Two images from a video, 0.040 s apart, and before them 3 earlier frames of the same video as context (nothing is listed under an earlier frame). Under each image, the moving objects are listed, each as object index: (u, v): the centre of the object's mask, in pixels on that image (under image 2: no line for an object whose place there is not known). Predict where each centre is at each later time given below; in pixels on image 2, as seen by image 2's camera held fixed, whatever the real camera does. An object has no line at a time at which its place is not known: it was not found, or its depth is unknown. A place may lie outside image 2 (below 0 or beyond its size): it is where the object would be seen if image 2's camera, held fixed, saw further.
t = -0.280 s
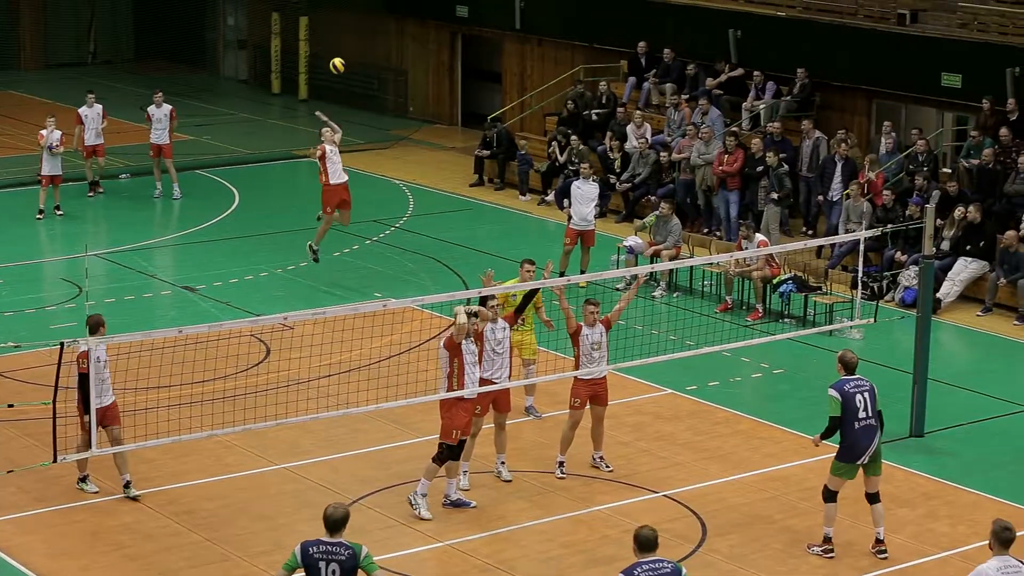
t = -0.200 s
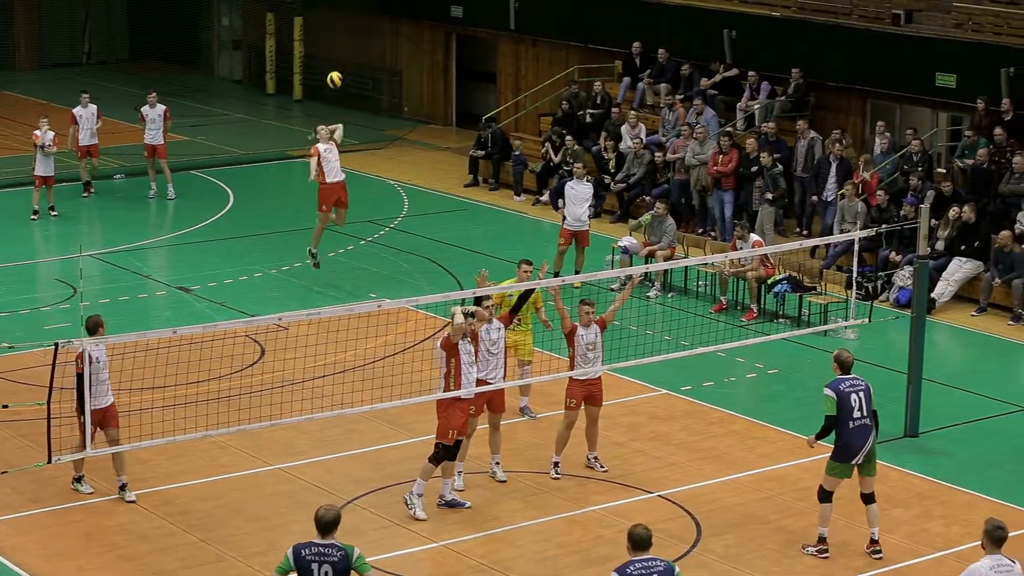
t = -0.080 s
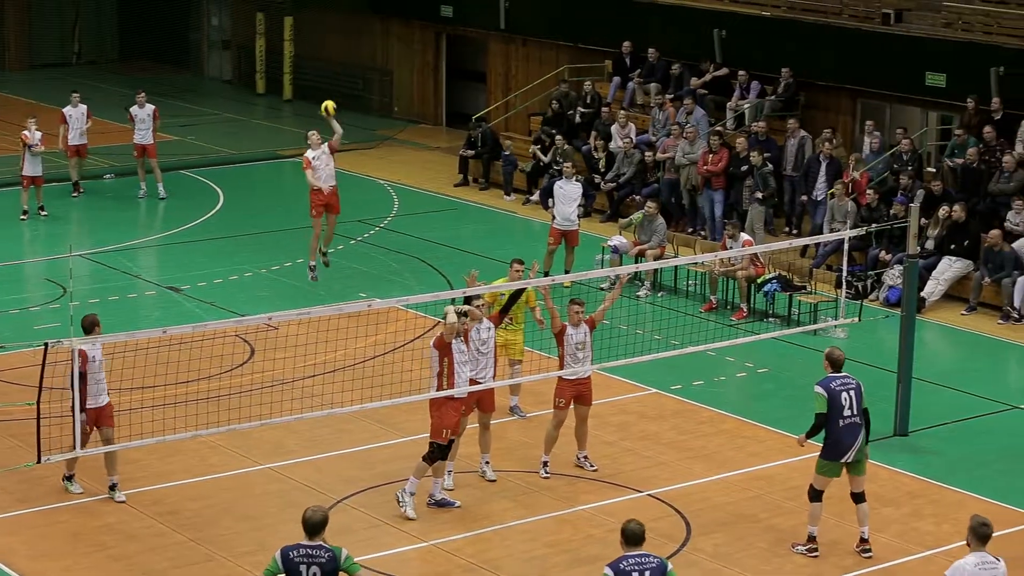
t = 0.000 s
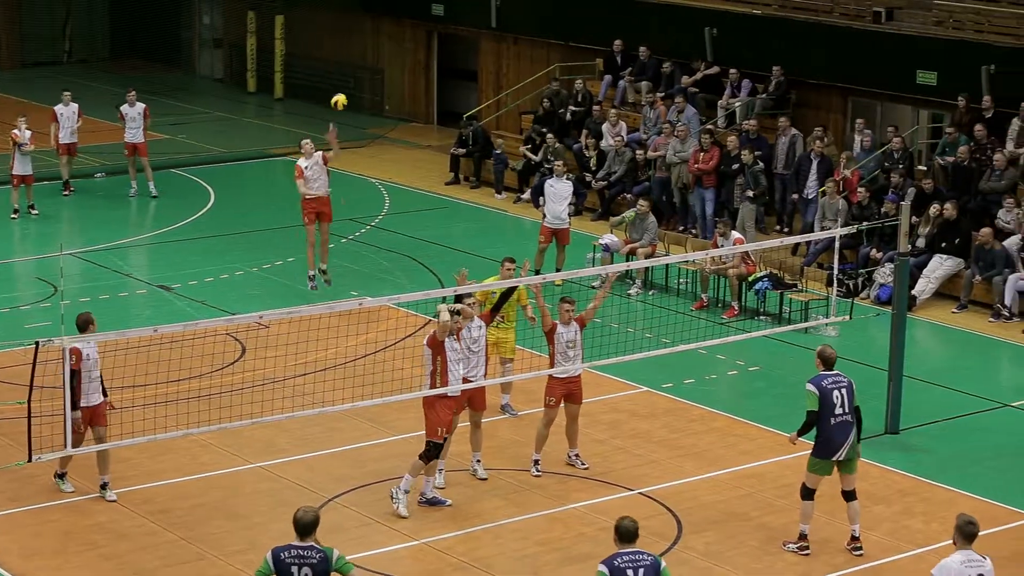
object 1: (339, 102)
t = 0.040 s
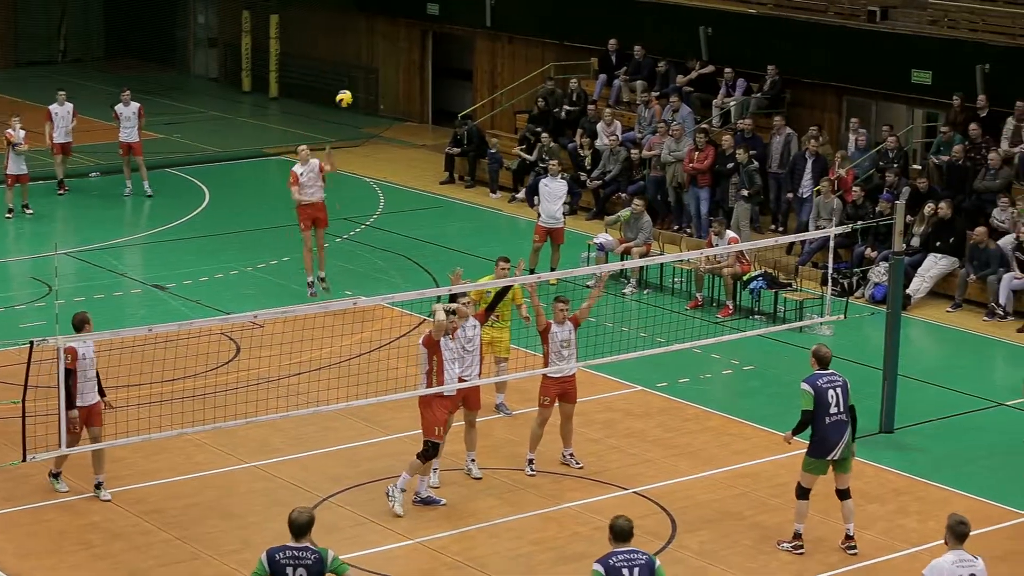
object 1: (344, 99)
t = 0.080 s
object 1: (353, 97)
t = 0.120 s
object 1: (361, 96)
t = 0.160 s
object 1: (371, 98)
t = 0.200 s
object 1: (381, 100)
